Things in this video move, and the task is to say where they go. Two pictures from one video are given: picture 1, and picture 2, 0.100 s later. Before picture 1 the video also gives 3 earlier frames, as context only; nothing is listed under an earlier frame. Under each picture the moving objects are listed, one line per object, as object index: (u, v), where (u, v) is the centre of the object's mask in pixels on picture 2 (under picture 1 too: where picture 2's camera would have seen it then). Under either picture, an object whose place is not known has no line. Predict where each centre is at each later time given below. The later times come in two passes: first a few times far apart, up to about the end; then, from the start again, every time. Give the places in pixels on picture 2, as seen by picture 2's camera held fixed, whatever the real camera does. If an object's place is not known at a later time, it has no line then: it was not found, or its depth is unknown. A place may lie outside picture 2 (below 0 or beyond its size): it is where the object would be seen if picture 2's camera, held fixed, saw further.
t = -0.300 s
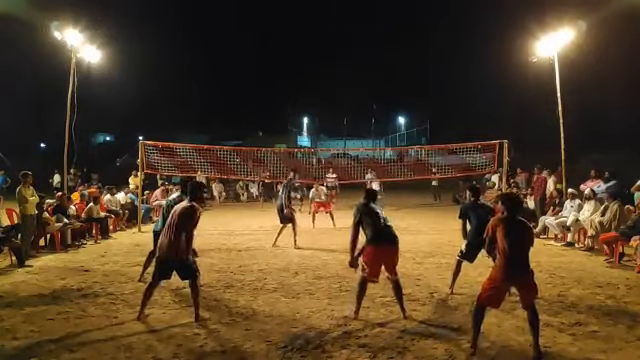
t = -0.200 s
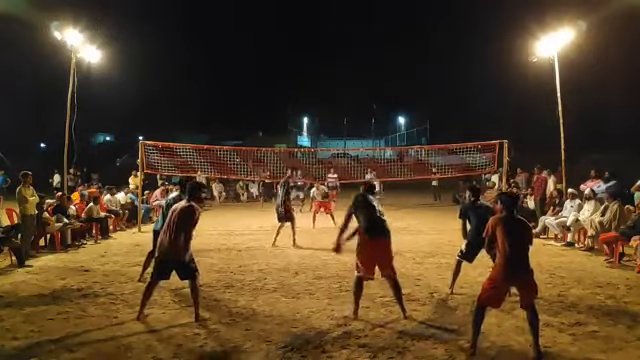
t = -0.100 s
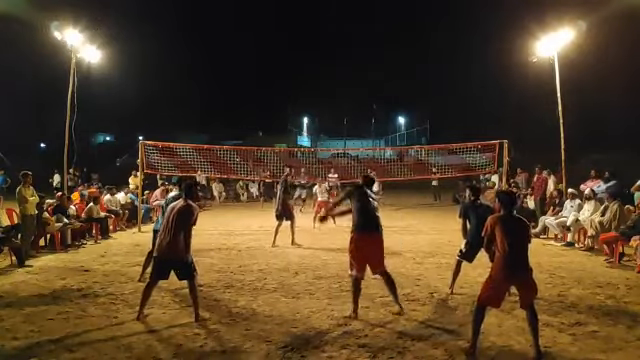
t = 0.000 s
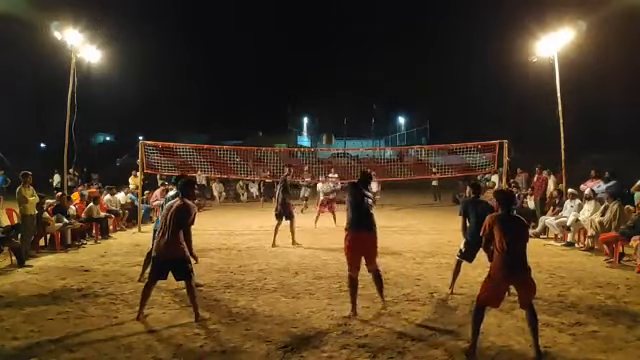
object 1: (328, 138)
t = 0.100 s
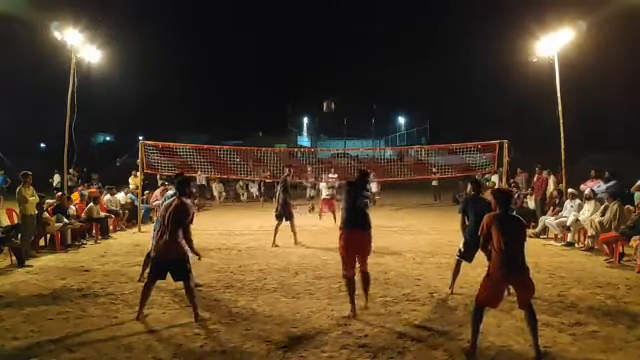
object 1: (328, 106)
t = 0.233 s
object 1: (329, 75)
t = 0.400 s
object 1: (330, 57)
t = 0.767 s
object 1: (333, 61)
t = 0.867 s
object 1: (334, 69)
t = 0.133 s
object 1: (328, 97)
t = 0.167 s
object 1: (329, 89)
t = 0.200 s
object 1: (329, 82)
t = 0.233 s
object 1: (329, 75)
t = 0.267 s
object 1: (329, 70)
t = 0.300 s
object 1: (329, 66)
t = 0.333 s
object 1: (330, 62)
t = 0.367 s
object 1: (330, 59)
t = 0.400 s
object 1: (330, 57)
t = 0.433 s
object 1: (331, 55)
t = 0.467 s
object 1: (331, 54)
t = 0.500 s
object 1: (331, 53)
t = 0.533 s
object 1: (331, 53)
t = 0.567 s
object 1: (331, 53)
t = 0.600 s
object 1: (331, 53)
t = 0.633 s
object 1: (332, 54)
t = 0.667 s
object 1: (332, 55)
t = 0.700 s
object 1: (332, 57)
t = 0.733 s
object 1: (332, 58)
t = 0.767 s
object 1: (333, 61)
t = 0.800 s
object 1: (333, 63)
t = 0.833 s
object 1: (334, 67)
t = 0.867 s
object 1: (334, 69)
